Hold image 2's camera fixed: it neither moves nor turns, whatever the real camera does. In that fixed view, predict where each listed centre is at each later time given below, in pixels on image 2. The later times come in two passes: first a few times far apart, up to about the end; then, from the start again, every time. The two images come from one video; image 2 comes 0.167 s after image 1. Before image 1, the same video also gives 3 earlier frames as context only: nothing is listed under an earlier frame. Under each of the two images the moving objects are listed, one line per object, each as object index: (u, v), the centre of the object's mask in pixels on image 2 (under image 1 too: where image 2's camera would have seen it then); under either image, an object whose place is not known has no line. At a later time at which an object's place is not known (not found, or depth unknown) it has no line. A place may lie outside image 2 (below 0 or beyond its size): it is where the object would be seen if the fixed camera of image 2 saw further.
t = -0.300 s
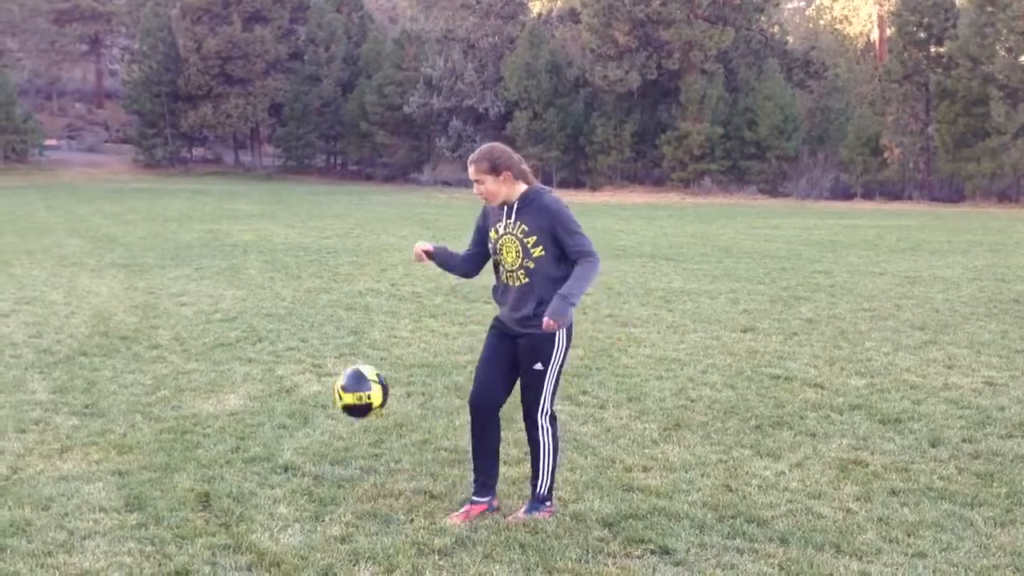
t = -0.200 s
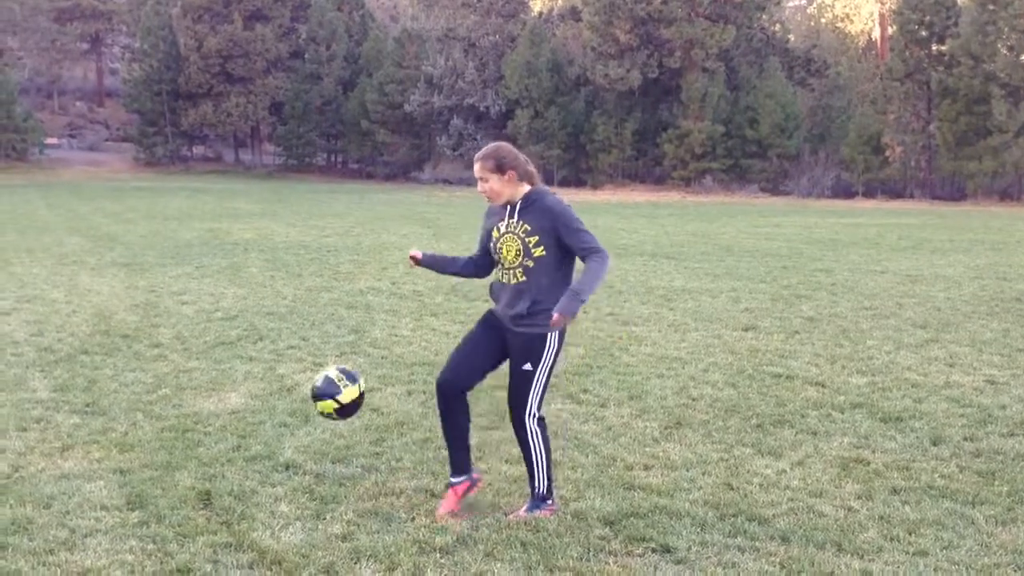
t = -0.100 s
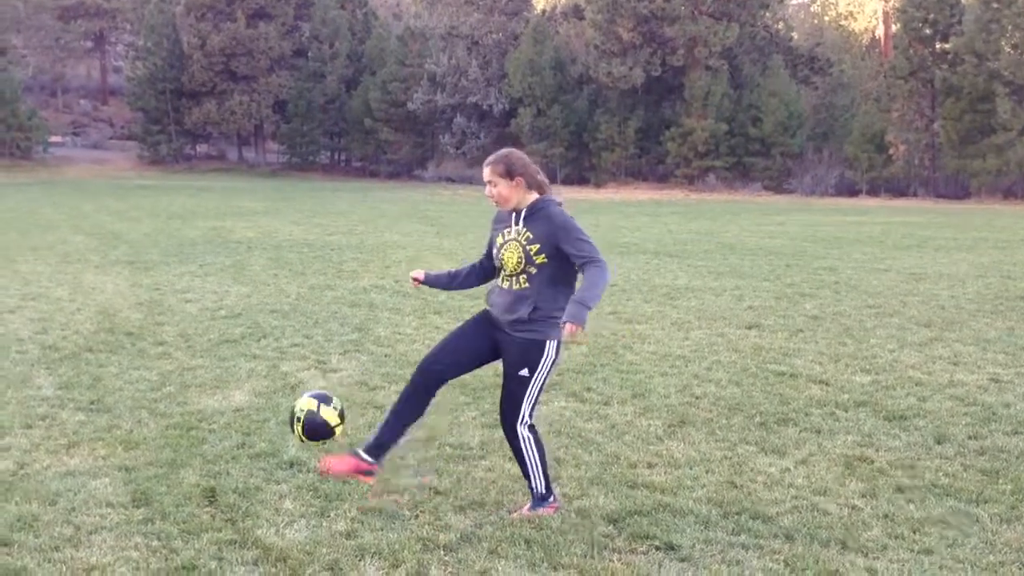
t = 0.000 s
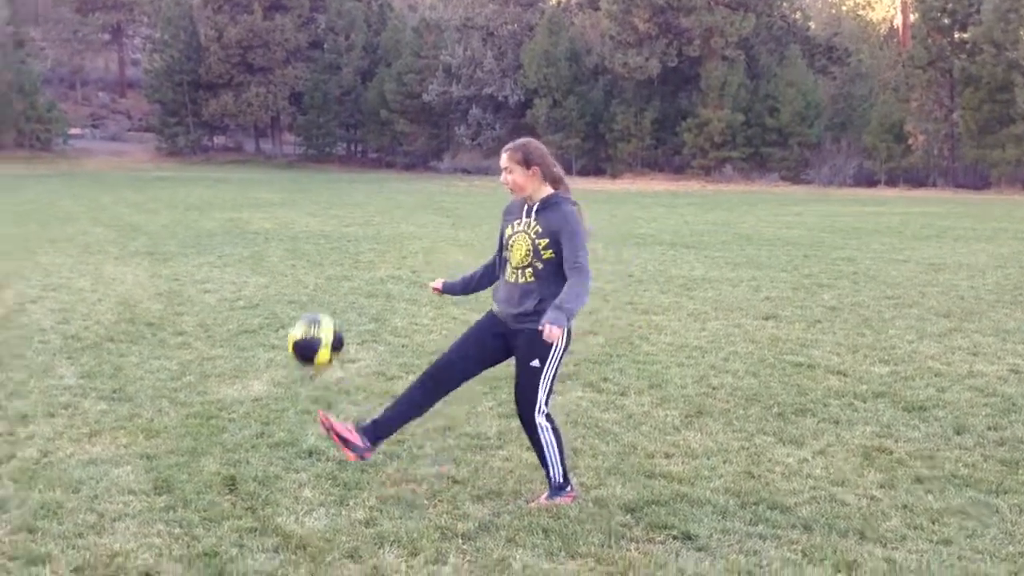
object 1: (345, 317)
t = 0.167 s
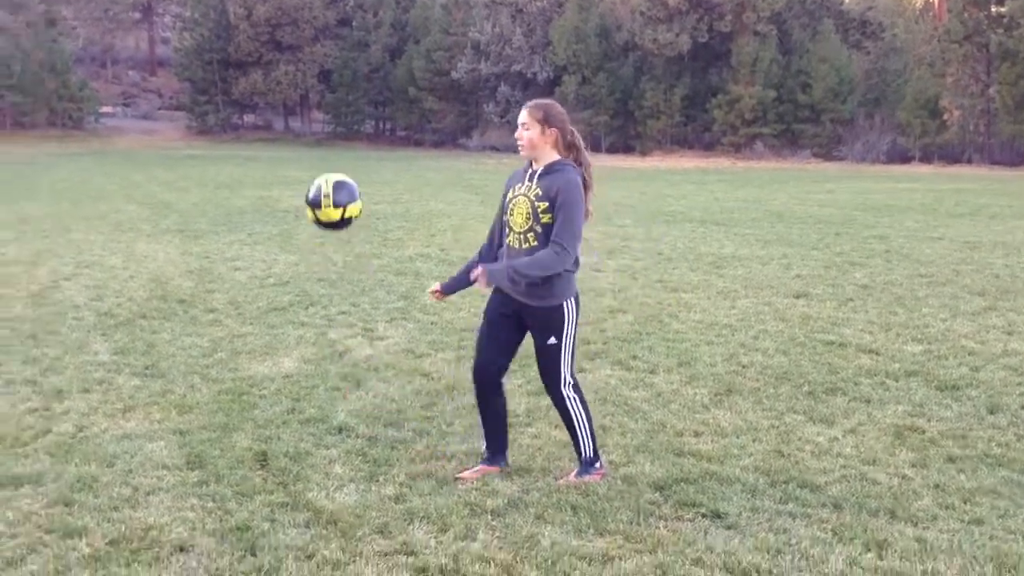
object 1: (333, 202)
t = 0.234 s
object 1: (330, 171)
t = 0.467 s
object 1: (320, 148)
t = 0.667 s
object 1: (315, 250)
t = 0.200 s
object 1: (332, 185)
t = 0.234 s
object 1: (330, 171)
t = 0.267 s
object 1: (328, 159)
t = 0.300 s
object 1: (326, 149)
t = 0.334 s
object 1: (325, 143)
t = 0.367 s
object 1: (324, 140)
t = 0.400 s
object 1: (323, 139)
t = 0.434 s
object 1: (322, 142)
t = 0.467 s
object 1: (320, 148)
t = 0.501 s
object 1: (320, 157)
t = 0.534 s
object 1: (318, 170)
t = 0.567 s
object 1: (317, 185)
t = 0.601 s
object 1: (316, 204)
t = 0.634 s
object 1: (316, 225)
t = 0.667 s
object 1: (315, 250)
